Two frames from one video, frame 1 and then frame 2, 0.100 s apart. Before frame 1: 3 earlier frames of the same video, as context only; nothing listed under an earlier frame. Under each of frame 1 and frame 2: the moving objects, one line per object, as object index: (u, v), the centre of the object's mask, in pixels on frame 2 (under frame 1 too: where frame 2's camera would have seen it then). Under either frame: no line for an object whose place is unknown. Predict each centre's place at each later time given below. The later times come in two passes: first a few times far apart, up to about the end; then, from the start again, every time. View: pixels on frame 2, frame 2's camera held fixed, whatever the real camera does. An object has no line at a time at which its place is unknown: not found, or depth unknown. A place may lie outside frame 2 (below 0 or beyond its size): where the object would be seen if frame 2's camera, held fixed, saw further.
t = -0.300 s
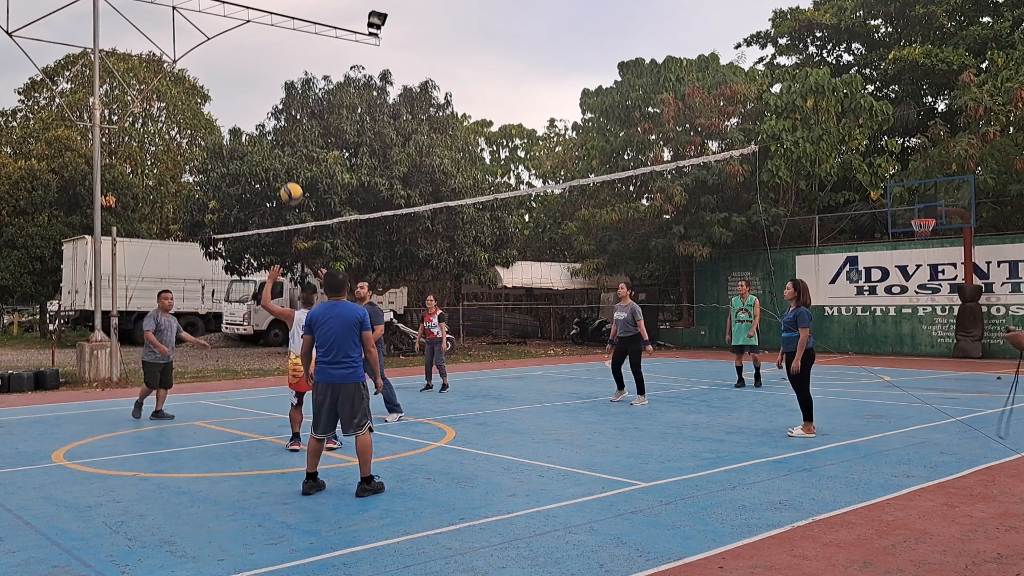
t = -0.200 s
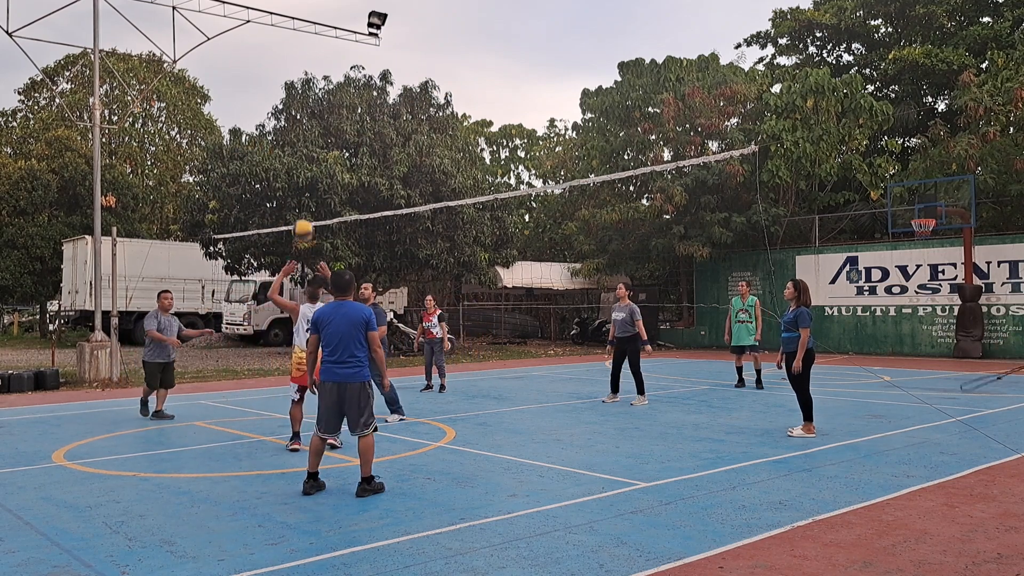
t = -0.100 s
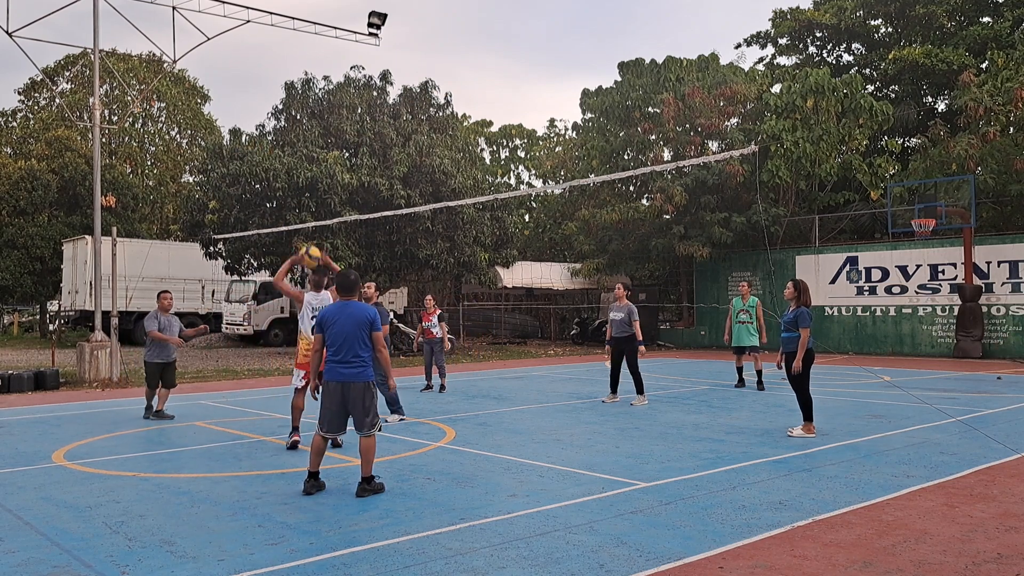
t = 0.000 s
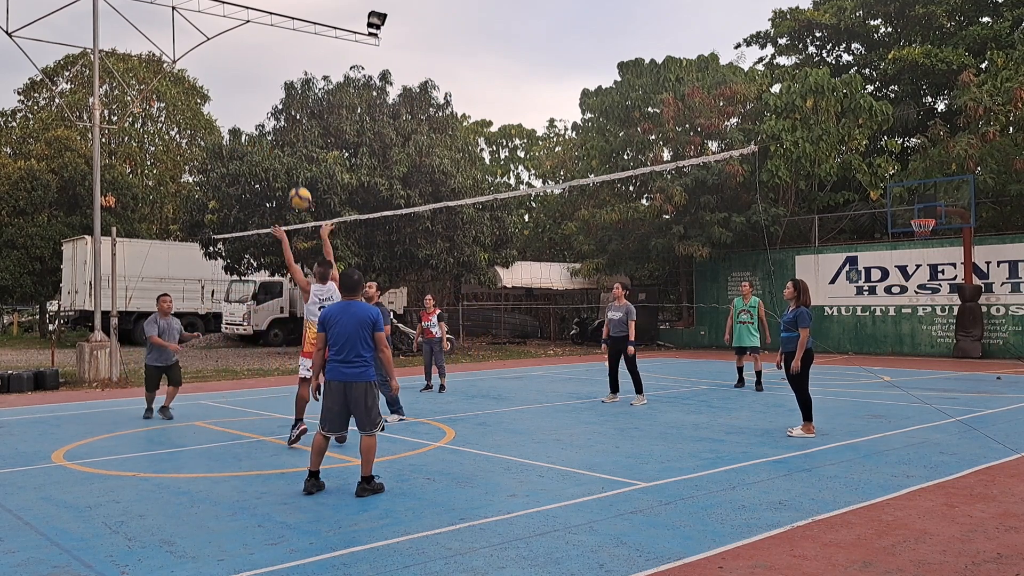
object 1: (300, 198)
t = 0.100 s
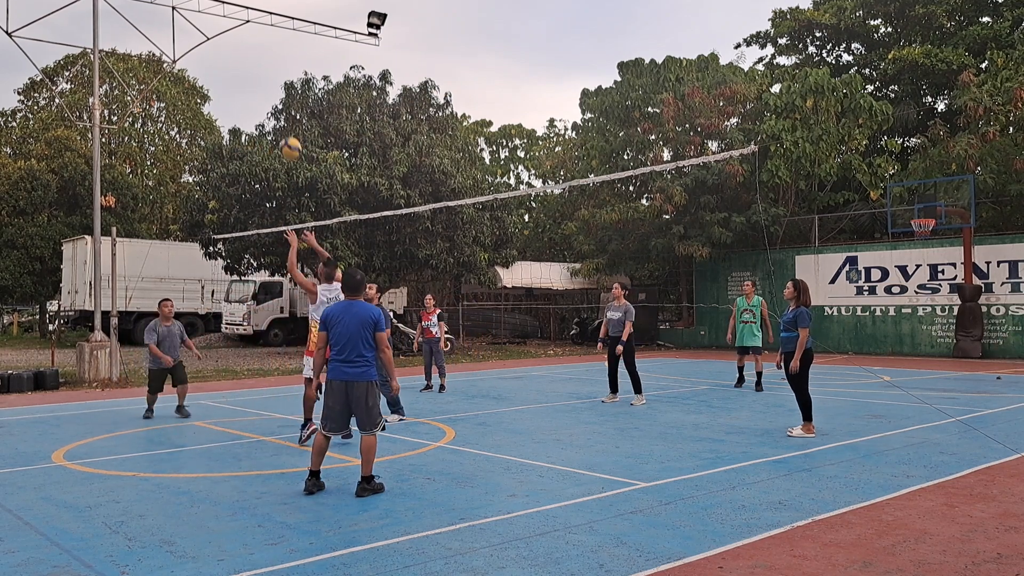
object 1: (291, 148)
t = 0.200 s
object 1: (281, 109)
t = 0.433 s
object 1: (259, 60)
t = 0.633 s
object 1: (241, 60)
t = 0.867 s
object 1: (222, 107)
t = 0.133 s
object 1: (287, 135)
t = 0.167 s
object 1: (284, 121)
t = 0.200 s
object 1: (281, 109)
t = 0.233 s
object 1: (278, 99)
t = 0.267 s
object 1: (274, 90)
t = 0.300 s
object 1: (271, 81)
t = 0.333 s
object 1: (268, 74)
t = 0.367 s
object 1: (265, 68)
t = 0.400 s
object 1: (262, 63)
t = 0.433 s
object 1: (259, 60)
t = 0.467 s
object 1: (256, 57)
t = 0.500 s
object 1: (253, 56)
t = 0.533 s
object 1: (250, 55)
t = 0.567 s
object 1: (247, 56)
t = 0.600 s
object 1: (244, 58)
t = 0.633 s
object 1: (241, 60)
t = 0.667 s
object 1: (238, 64)
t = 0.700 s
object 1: (235, 69)
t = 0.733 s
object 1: (233, 74)
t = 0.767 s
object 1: (230, 81)
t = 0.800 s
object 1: (227, 89)
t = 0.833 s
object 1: (225, 97)
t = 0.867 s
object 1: (222, 107)
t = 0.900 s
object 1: (219, 117)
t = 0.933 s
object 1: (217, 128)
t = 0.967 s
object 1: (214, 141)
